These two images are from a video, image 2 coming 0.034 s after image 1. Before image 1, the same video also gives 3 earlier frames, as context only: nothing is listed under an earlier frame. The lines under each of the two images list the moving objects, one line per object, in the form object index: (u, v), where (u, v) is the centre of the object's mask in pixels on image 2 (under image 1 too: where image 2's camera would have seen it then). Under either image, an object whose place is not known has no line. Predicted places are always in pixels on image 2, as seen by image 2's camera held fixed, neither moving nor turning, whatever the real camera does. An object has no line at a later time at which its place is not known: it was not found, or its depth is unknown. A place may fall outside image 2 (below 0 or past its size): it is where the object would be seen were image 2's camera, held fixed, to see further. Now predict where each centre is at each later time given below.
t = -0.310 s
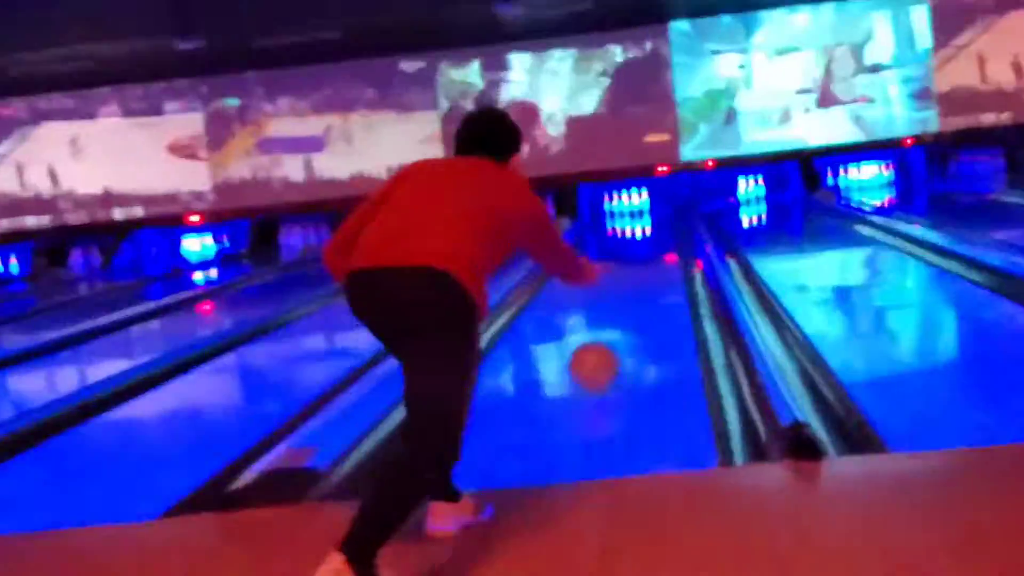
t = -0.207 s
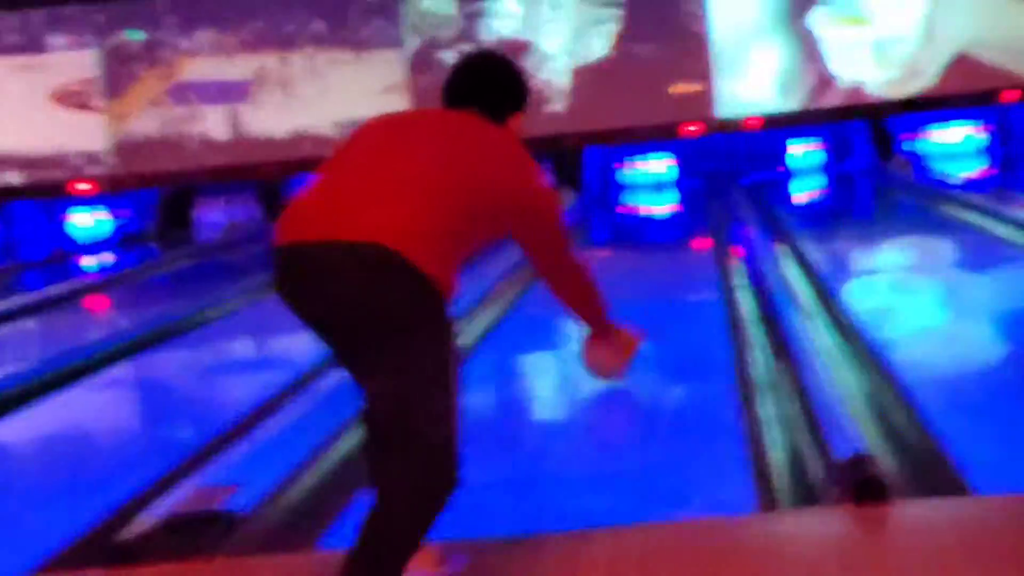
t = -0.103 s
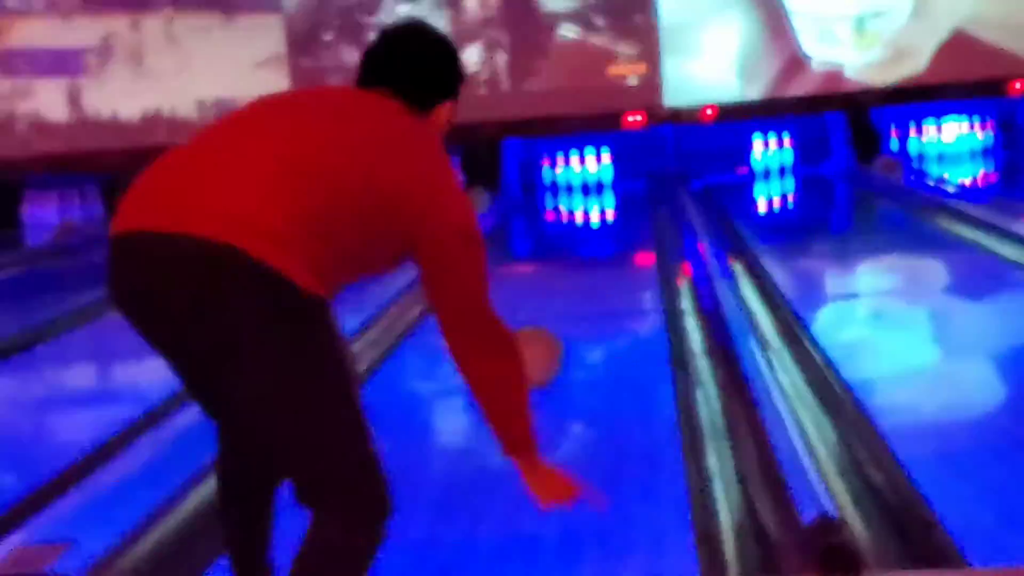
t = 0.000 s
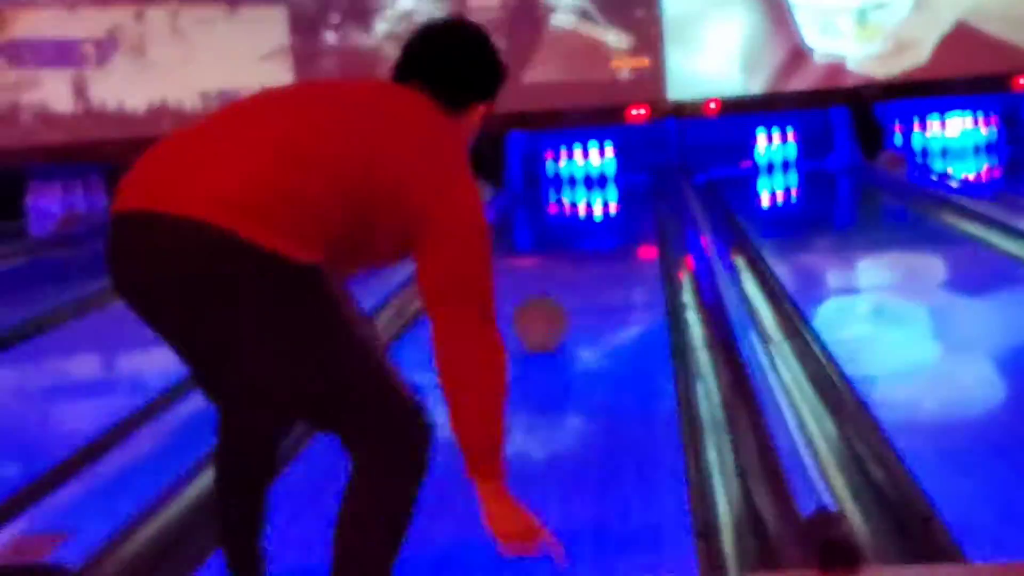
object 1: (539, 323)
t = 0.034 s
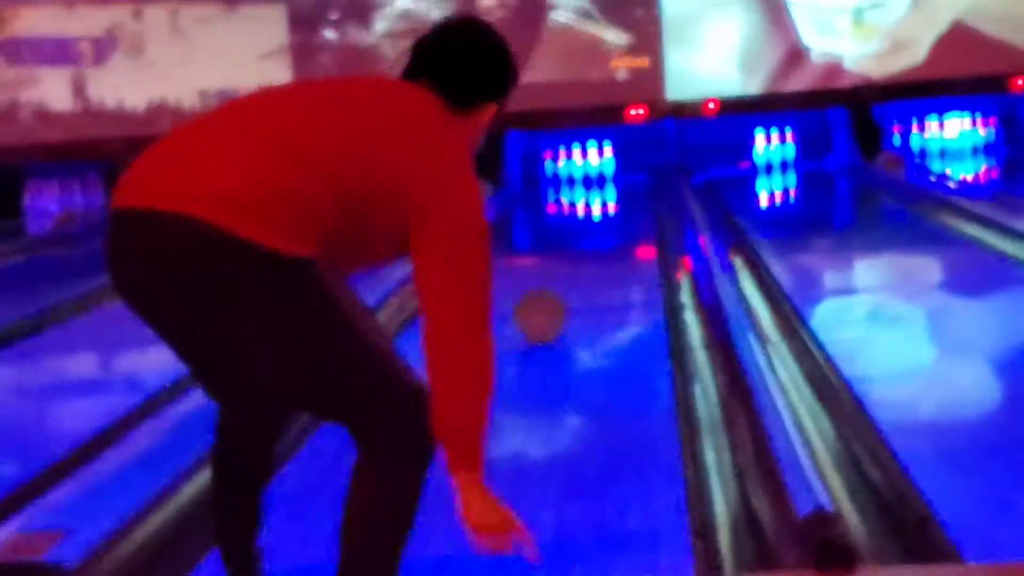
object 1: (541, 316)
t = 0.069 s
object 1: (542, 310)
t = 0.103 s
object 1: (543, 303)
